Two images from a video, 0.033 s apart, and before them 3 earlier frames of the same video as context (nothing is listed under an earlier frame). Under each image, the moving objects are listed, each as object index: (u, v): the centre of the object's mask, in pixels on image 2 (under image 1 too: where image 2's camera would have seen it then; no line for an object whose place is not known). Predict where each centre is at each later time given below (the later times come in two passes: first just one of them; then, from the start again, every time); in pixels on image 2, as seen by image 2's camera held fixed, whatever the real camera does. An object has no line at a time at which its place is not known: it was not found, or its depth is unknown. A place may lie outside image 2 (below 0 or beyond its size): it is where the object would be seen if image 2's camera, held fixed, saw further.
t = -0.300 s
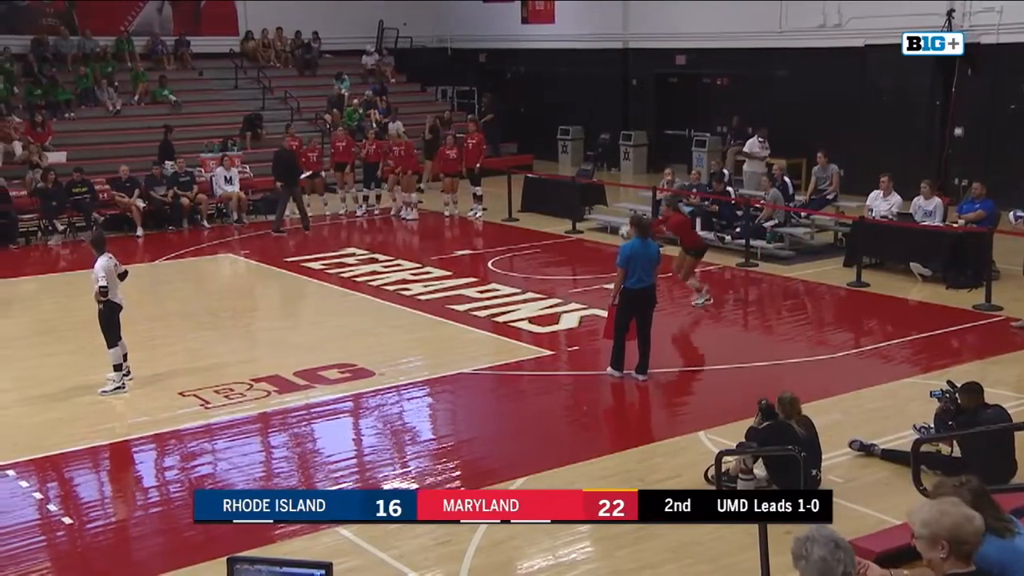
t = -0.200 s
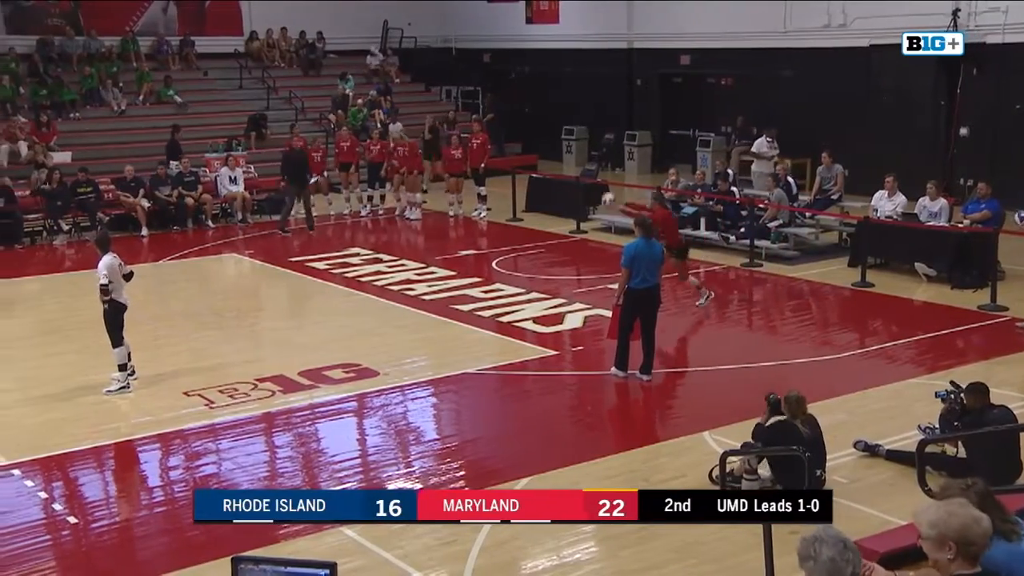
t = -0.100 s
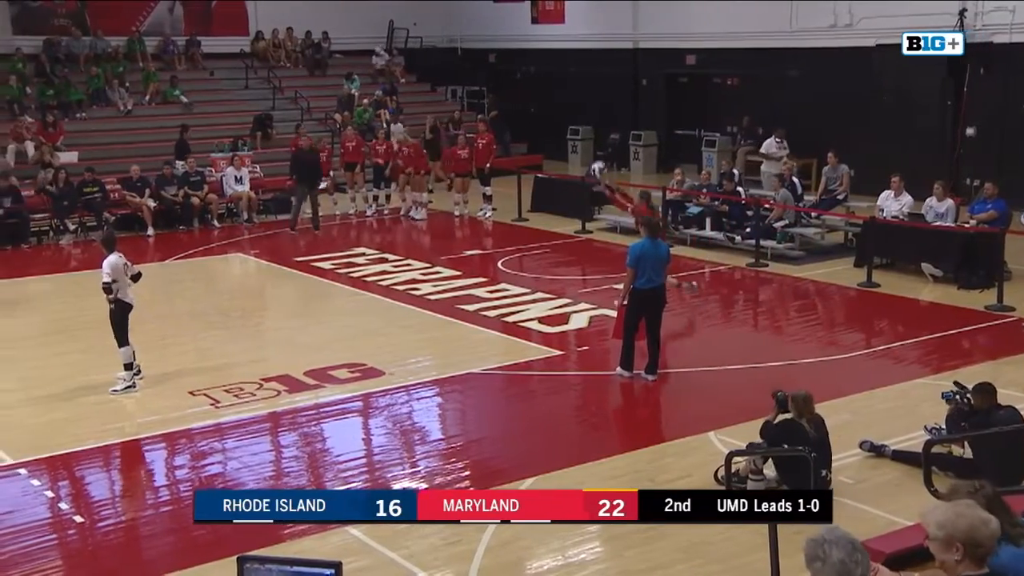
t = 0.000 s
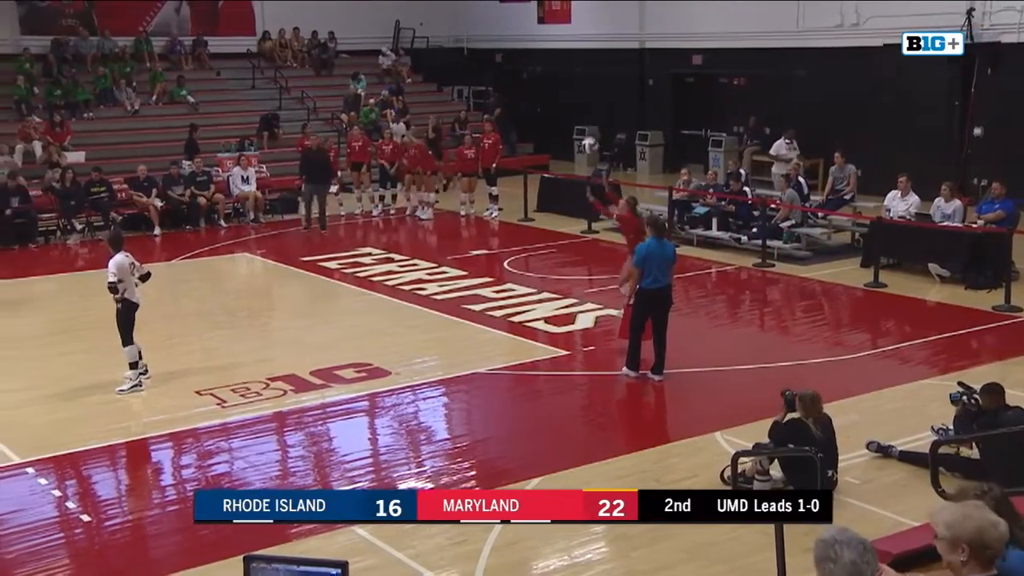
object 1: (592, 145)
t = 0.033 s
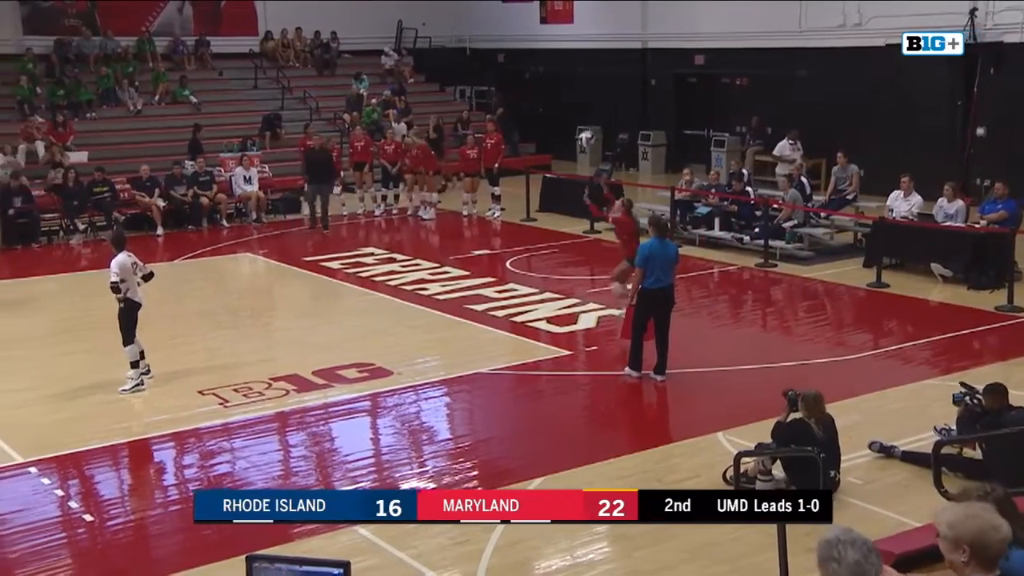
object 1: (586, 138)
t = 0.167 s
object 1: (567, 123)
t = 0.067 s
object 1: (581, 133)
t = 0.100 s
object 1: (576, 129)
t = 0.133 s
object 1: (572, 125)
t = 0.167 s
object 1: (567, 123)
